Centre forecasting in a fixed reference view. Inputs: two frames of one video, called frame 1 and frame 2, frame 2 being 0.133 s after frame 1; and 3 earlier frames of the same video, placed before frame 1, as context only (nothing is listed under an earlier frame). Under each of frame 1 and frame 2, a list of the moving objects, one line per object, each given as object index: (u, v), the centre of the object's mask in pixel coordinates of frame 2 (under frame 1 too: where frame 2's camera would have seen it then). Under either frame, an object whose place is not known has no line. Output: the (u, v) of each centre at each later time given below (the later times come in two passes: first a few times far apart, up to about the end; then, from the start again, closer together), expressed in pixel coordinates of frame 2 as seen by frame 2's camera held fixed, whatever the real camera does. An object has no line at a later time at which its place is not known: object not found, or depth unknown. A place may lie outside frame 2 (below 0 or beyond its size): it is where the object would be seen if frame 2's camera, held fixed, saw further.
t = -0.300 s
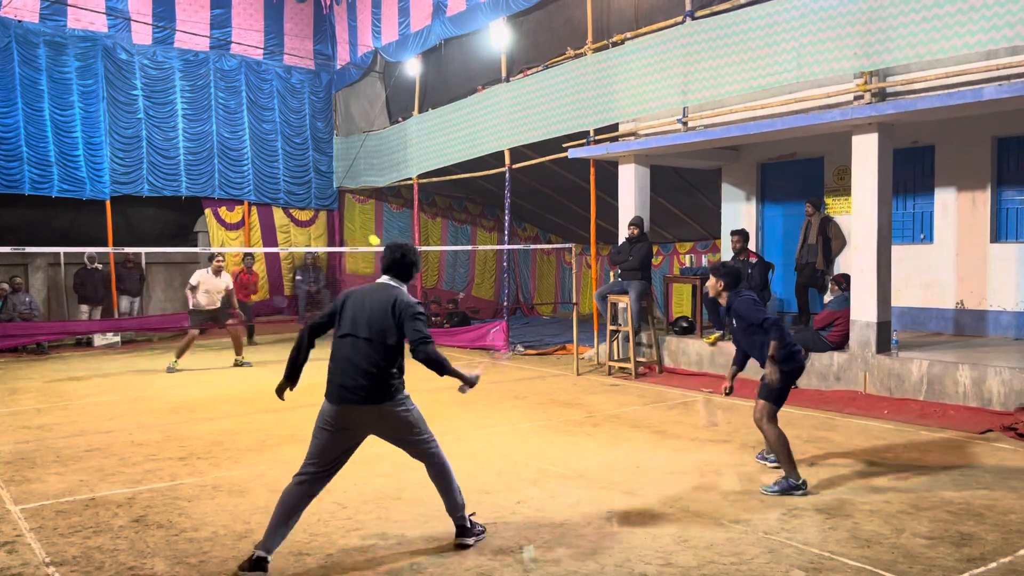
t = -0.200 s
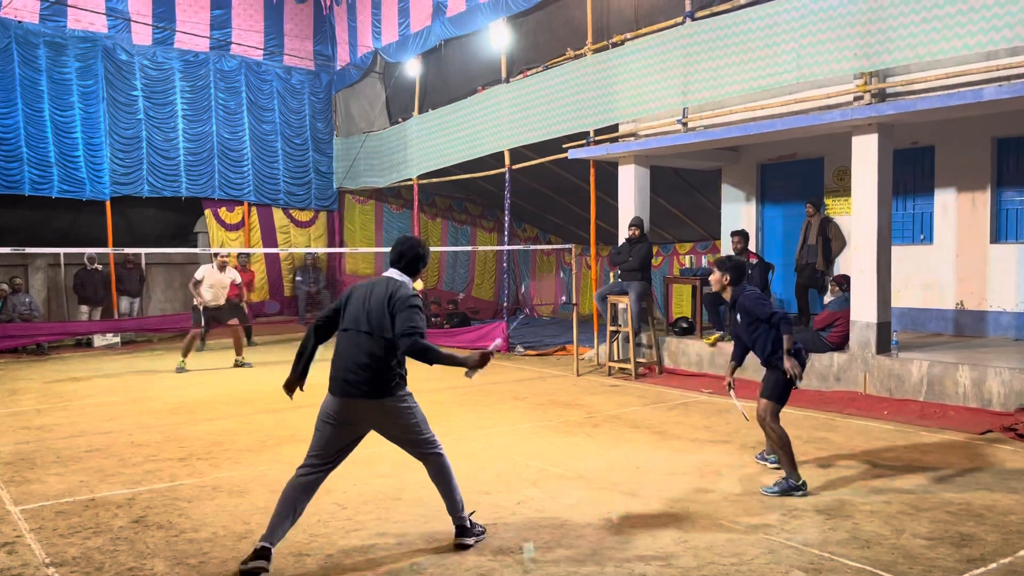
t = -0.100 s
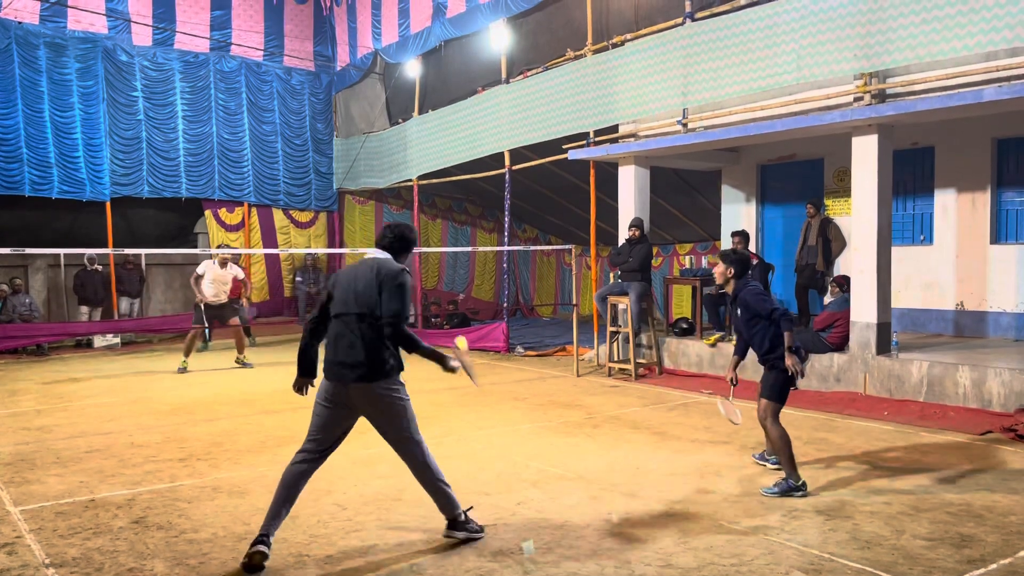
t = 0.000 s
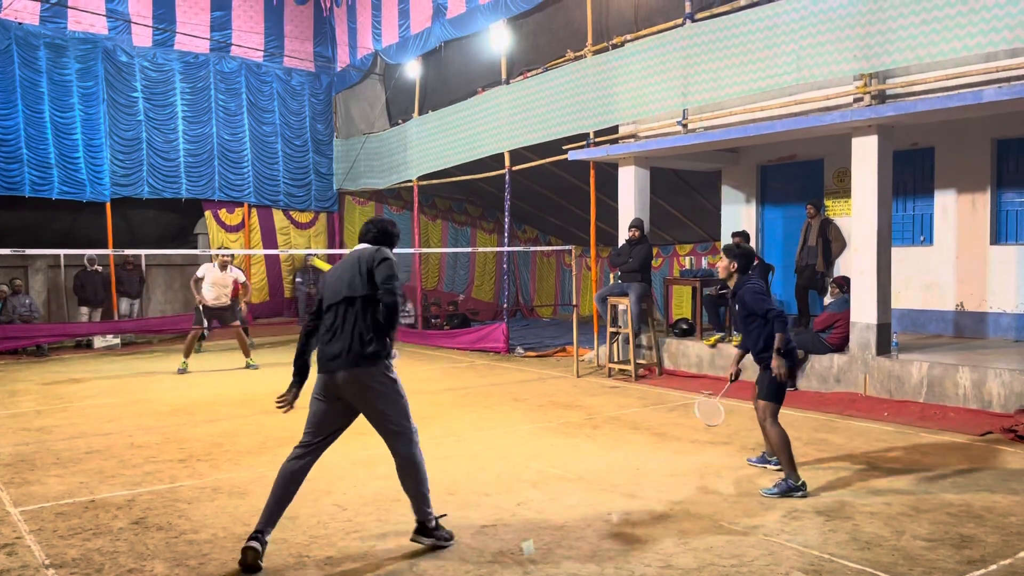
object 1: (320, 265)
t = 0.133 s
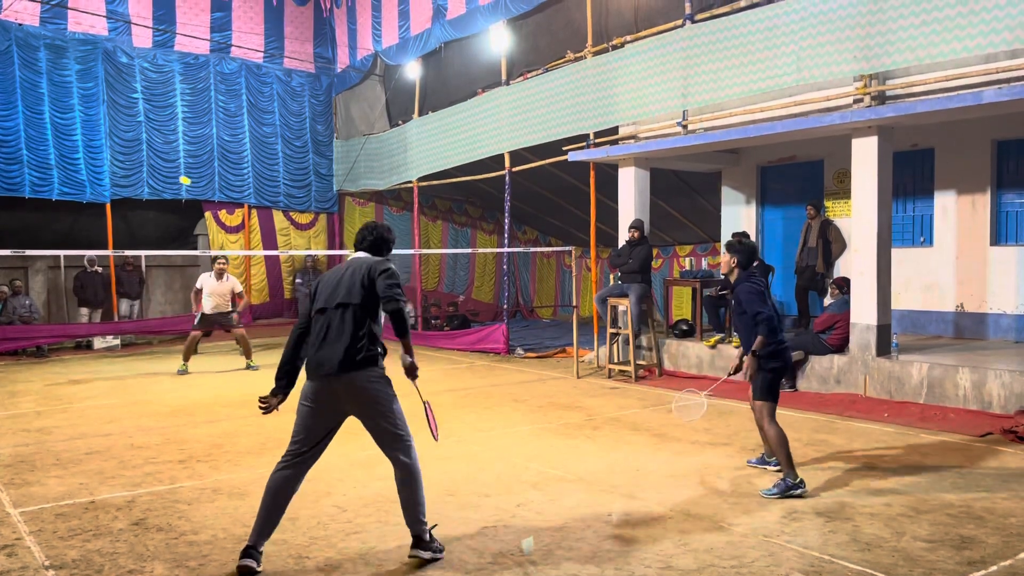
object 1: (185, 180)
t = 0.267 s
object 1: (131, 160)
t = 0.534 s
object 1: (81, 173)
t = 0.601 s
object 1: (74, 183)
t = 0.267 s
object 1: (131, 160)
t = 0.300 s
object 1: (122, 158)
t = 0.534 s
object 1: (81, 173)
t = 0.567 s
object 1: (77, 178)
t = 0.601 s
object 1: (74, 183)
